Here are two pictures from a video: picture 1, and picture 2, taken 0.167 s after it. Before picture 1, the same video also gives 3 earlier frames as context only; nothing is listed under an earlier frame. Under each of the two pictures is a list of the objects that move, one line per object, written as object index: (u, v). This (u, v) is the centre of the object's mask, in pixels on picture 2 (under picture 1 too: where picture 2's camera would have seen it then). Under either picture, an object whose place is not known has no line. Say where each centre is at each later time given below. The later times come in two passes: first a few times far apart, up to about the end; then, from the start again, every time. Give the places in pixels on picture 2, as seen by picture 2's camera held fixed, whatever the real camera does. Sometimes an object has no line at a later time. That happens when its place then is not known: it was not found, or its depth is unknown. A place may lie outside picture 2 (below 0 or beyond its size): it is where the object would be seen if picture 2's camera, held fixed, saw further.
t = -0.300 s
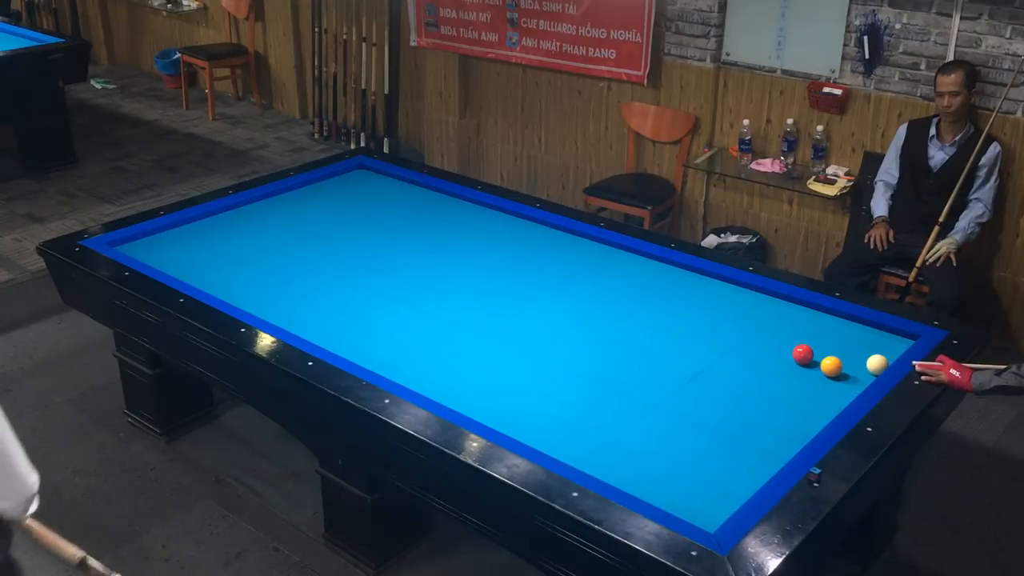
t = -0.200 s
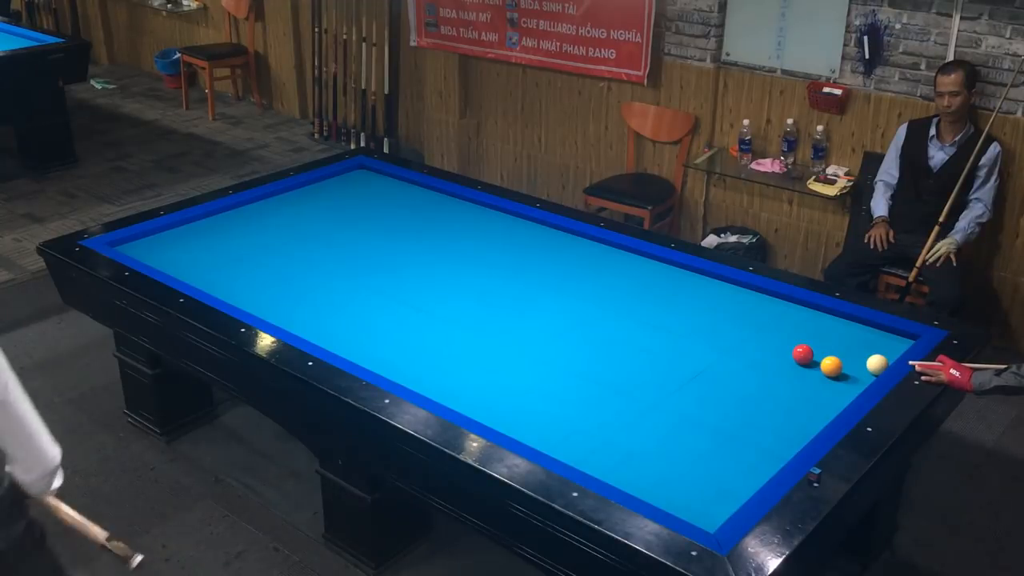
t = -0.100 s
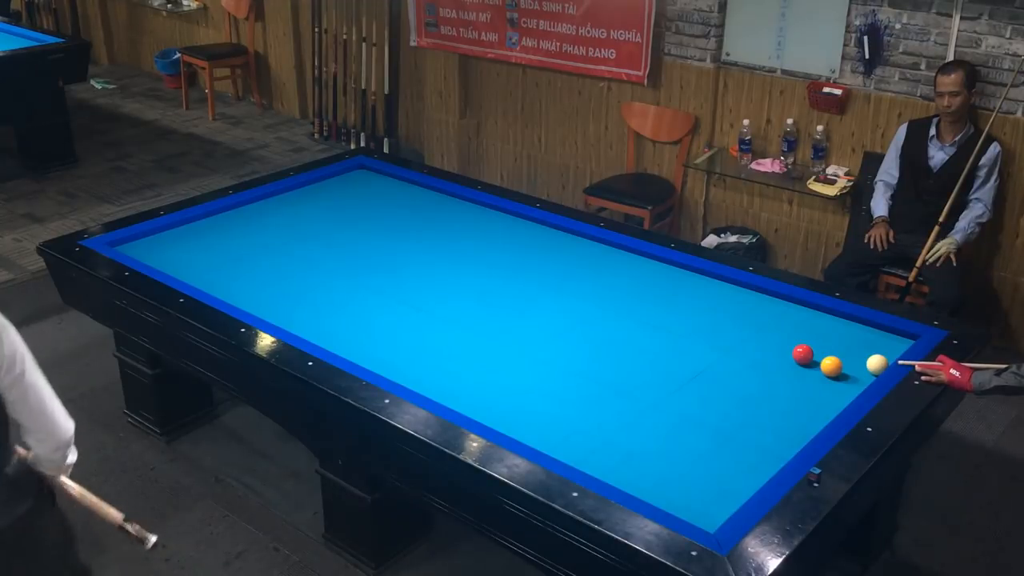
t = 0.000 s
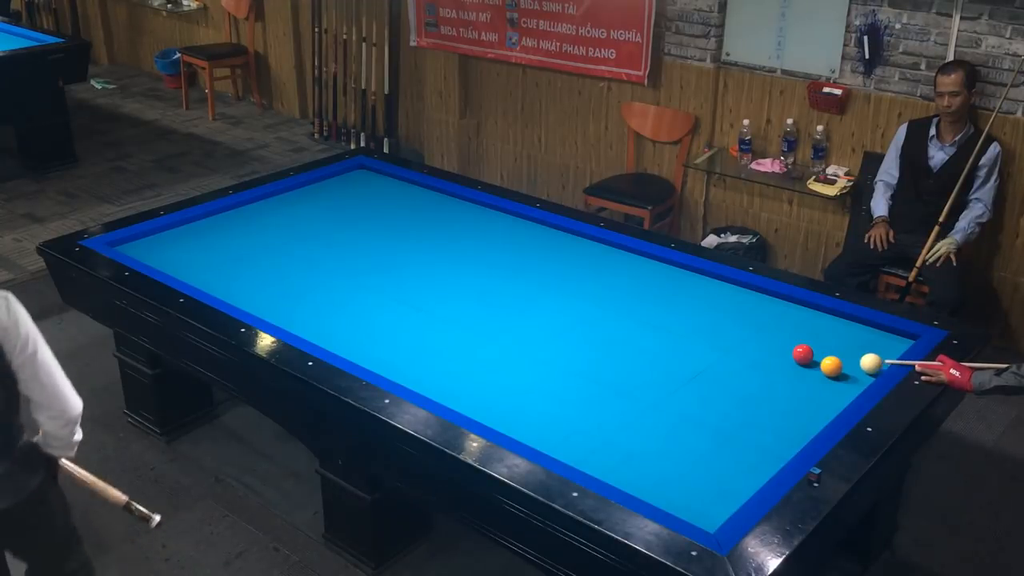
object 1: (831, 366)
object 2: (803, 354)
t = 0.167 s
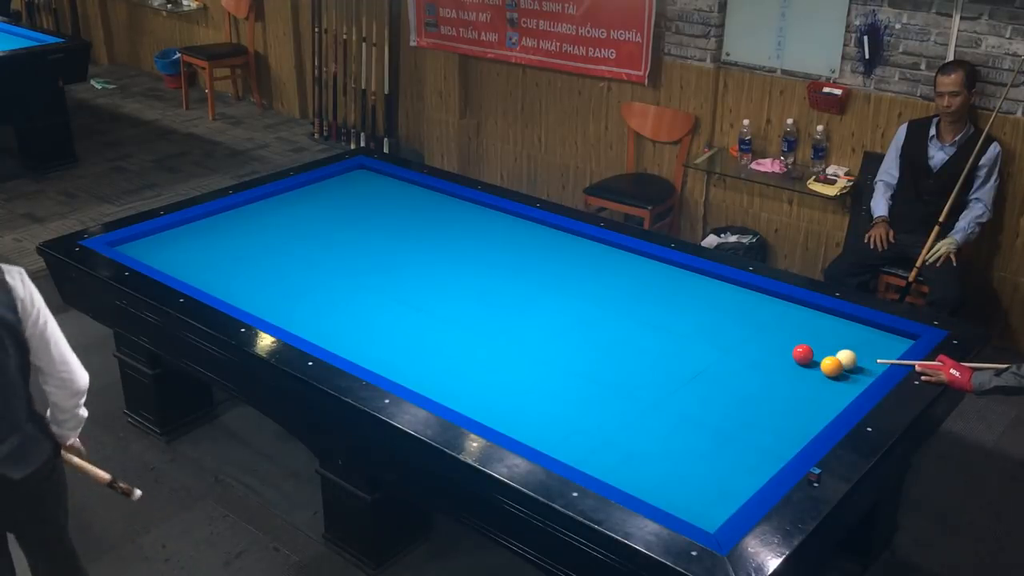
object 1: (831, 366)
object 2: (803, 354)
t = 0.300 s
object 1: (828, 367)
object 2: (803, 354)
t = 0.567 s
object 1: (823, 370)
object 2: (790, 354)
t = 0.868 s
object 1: (817, 373)
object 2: (775, 354)
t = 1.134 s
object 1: (813, 375)
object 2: (763, 354)
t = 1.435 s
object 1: (809, 377)
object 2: (751, 353)
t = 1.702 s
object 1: (807, 378)
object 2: (741, 353)
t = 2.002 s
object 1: (806, 379)
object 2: (733, 353)
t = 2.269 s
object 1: (806, 379)
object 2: (726, 353)
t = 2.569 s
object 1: (806, 379)
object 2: (721, 353)
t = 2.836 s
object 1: (806, 379)
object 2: (717, 353)
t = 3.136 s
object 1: (806, 379)
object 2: (714, 353)
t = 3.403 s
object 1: (806, 379)
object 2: (714, 352)
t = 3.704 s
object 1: (806, 379)
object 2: (714, 353)
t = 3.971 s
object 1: (806, 379)
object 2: (714, 353)
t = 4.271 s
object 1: (806, 379)
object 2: (714, 352)
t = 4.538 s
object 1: (806, 379)
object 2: (714, 352)
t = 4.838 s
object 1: (806, 379)
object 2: (714, 352)
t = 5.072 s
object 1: (806, 379)
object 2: (714, 352)
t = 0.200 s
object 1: (831, 366)
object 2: (803, 354)
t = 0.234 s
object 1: (830, 367)
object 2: (803, 354)
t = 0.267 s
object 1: (829, 367)
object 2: (803, 354)
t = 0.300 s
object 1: (828, 367)
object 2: (803, 354)
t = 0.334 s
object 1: (828, 368)
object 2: (803, 354)
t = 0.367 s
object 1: (827, 368)
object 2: (802, 354)
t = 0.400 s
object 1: (826, 368)
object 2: (799, 354)
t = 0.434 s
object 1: (825, 369)
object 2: (798, 354)
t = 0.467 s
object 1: (825, 369)
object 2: (796, 354)
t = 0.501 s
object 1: (824, 369)
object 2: (794, 354)
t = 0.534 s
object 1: (823, 370)
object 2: (792, 354)
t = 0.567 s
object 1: (823, 370)
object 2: (790, 354)
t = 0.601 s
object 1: (822, 370)
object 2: (788, 354)
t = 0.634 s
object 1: (821, 371)
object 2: (787, 354)
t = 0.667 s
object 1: (821, 371)
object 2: (785, 354)
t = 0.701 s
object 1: (820, 372)
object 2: (783, 354)
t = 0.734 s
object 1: (819, 372)
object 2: (782, 354)
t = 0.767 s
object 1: (819, 372)
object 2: (780, 354)
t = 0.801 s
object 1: (818, 372)
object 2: (778, 354)
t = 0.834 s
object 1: (818, 373)
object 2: (777, 354)
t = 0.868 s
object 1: (817, 373)
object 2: (775, 354)
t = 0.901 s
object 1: (816, 373)
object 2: (773, 354)
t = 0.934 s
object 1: (816, 373)
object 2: (772, 354)
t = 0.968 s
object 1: (816, 374)
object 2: (770, 354)
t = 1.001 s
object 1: (815, 374)
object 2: (769, 354)
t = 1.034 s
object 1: (814, 374)
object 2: (767, 354)
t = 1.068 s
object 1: (814, 375)
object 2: (766, 354)
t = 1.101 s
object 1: (814, 375)
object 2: (764, 354)
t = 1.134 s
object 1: (813, 375)
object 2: (763, 354)
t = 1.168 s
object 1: (813, 376)
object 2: (761, 354)
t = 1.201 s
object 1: (812, 375)
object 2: (760, 354)
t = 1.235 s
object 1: (812, 376)
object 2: (759, 354)
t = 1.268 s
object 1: (811, 376)
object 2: (757, 354)
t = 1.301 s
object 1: (811, 376)
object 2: (756, 354)
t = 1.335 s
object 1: (810, 376)
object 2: (755, 354)
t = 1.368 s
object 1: (810, 376)
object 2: (753, 354)
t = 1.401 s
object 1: (810, 377)
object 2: (752, 354)
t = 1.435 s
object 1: (809, 377)
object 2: (751, 353)
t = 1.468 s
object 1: (809, 377)
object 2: (749, 353)
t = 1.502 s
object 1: (809, 377)
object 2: (748, 353)
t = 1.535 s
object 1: (808, 377)
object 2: (747, 353)
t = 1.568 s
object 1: (808, 377)
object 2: (746, 353)
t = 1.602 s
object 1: (808, 378)
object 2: (745, 353)
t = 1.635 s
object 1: (808, 378)
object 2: (743, 353)
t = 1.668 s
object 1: (807, 378)
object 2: (743, 353)
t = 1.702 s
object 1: (807, 378)
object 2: (741, 353)
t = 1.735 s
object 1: (807, 378)
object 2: (740, 353)
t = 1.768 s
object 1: (807, 378)
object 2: (739, 353)
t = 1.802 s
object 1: (807, 378)
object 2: (738, 353)
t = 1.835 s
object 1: (806, 378)
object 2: (737, 353)
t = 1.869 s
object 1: (806, 378)
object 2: (736, 353)
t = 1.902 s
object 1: (806, 378)
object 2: (735, 353)
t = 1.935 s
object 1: (806, 379)
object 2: (734, 353)
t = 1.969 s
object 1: (806, 379)
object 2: (733, 353)
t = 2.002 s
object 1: (806, 379)
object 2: (733, 353)
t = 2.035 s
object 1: (806, 379)
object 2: (732, 353)
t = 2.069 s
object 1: (806, 379)
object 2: (731, 353)
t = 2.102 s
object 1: (806, 379)
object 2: (730, 353)
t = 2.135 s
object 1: (806, 379)
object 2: (729, 353)
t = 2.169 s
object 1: (806, 379)
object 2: (729, 353)
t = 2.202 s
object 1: (806, 379)
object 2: (728, 353)
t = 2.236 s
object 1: (806, 379)
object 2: (727, 353)
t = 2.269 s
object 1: (806, 379)
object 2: (726, 353)
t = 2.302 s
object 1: (806, 379)
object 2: (726, 353)
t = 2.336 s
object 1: (806, 379)
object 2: (725, 353)
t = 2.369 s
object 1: (806, 379)
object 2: (724, 353)
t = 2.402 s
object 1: (806, 379)
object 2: (724, 353)
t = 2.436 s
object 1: (806, 379)
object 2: (723, 353)
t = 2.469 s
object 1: (806, 379)
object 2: (722, 353)
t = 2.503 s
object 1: (806, 379)
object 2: (722, 353)
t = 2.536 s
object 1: (806, 379)
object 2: (721, 353)
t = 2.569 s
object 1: (806, 379)
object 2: (721, 353)
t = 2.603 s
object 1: (806, 379)
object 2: (720, 353)
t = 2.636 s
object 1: (806, 379)
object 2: (719, 353)
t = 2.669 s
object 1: (806, 379)
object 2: (719, 353)
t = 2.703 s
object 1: (806, 379)
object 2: (719, 353)
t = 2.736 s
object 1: (806, 379)
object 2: (718, 353)
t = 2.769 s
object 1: (806, 379)
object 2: (718, 353)
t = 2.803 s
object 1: (806, 379)
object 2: (717, 353)
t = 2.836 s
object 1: (806, 379)
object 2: (717, 353)
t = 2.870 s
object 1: (806, 379)
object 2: (717, 353)
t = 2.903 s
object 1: (806, 379)
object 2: (716, 353)
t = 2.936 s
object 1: (806, 379)
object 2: (716, 353)
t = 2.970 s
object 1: (806, 379)
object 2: (716, 353)
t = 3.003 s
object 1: (806, 379)
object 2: (715, 353)
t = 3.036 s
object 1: (806, 379)
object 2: (715, 353)
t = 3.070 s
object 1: (806, 379)
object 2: (715, 353)
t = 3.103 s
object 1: (806, 379)
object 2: (715, 353)
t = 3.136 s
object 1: (806, 379)
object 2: (714, 353)
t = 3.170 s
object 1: (806, 379)
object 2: (714, 353)
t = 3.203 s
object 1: (806, 379)
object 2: (714, 353)
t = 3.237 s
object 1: (806, 379)
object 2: (714, 352)
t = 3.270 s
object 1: (806, 379)
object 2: (714, 353)
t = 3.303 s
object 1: (806, 379)
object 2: (714, 353)
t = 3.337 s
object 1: (806, 379)
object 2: (714, 353)
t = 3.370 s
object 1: (806, 379)
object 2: (714, 352)
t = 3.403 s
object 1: (806, 379)
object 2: (714, 352)
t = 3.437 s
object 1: (806, 379)
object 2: (714, 353)
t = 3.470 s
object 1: (806, 379)
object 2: (714, 352)
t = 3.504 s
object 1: (806, 379)
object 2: (714, 353)
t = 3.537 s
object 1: (806, 379)
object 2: (714, 353)
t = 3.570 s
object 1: (806, 379)
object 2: (714, 353)
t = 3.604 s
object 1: (806, 379)
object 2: (714, 353)
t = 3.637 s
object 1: (806, 379)
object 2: (714, 353)
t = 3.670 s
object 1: (806, 379)
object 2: (714, 353)
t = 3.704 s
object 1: (806, 379)
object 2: (714, 353)
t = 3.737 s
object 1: (806, 379)
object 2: (714, 353)
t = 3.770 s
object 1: (806, 379)
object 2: (714, 353)
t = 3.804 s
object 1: (806, 379)
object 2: (714, 353)
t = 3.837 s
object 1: (806, 379)
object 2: (714, 353)
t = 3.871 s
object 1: (806, 379)
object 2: (714, 353)
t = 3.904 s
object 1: (806, 379)
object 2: (714, 353)
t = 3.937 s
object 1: (806, 379)
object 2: (714, 353)
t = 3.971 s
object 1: (806, 379)
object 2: (714, 353)
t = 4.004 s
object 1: (806, 379)
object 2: (714, 353)
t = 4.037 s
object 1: (806, 379)
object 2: (714, 353)
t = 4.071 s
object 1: (806, 379)
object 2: (714, 353)
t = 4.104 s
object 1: (806, 379)
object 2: (714, 353)
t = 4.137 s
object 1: (806, 379)
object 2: (714, 353)
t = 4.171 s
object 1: (806, 379)
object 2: (714, 352)
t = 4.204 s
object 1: (806, 379)
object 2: (714, 352)
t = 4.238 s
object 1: (806, 379)
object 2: (714, 352)
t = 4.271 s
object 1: (806, 379)
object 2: (714, 352)
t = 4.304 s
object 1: (806, 378)
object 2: (714, 352)
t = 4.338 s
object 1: (806, 379)
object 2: (714, 352)
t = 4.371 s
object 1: (806, 379)
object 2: (714, 352)
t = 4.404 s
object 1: (806, 378)
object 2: (714, 352)
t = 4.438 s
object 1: (806, 379)
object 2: (714, 352)
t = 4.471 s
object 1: (806, 378)
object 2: (714, 352)
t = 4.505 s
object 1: (806, 379)
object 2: (714, 352)
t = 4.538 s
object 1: (806, 379)
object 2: (714, 352)
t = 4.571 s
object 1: (806, 379)
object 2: (714, 352)
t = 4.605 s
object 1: (806, 379)
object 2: (714, 352)
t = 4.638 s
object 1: (805, 378)
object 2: (714, 352)
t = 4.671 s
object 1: (806, 379)
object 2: (714, 352)
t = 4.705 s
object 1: (806, 379)
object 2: (714, 352)
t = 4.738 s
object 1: (806, 378)
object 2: (714, 352)
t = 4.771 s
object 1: (806, 379)
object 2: (714, 352)
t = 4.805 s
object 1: (806, 379)
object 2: (714, 352)
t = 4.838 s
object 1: (806, 379)
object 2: (714, 352)
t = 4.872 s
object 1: (806, 379)
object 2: (714, 352)
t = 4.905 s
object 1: (806, 378)
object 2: (714, 352)
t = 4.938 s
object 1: (806, 379)
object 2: (714, 352)
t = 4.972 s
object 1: (806, 379)
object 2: (714, 352)
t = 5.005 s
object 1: (806, 379)
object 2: (714, 352)
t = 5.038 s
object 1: (806, 379)
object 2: (714, 352)
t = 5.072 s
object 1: (806, 379)
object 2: (714, 352)
